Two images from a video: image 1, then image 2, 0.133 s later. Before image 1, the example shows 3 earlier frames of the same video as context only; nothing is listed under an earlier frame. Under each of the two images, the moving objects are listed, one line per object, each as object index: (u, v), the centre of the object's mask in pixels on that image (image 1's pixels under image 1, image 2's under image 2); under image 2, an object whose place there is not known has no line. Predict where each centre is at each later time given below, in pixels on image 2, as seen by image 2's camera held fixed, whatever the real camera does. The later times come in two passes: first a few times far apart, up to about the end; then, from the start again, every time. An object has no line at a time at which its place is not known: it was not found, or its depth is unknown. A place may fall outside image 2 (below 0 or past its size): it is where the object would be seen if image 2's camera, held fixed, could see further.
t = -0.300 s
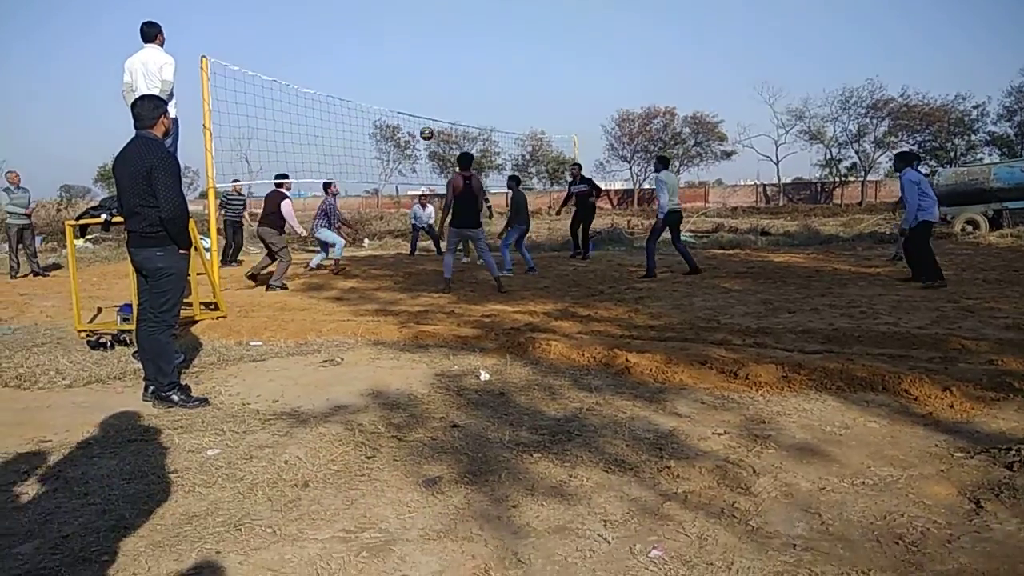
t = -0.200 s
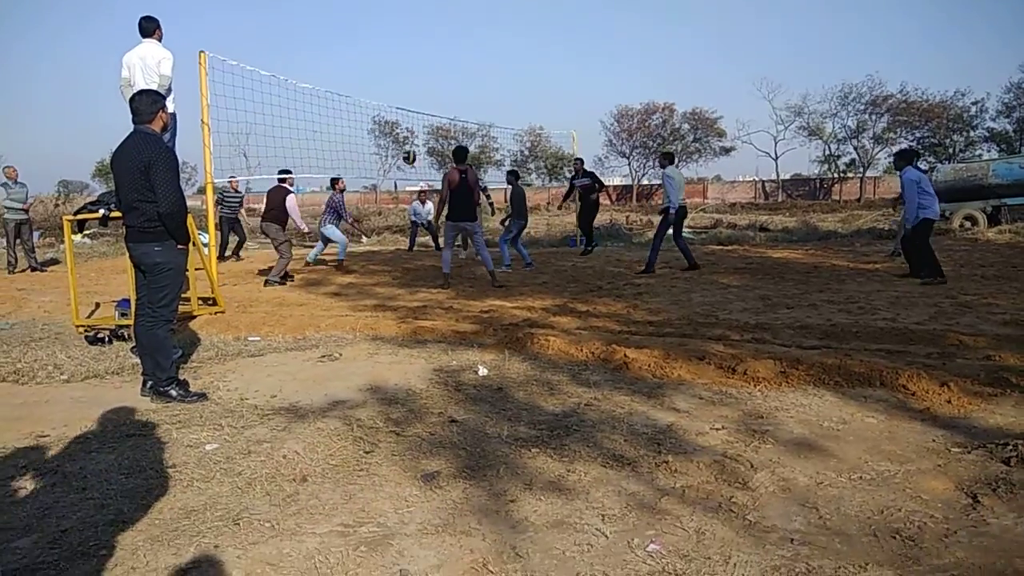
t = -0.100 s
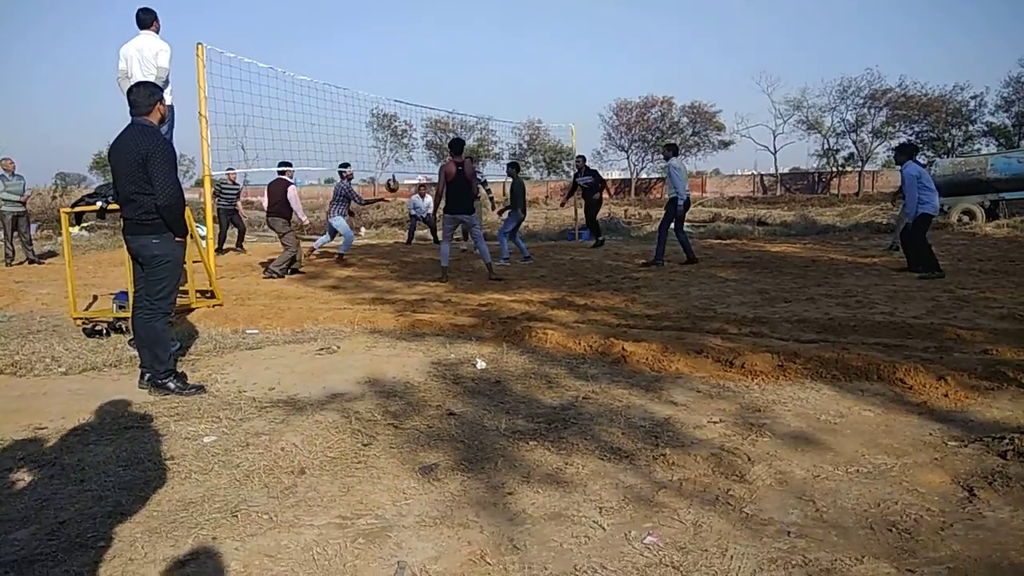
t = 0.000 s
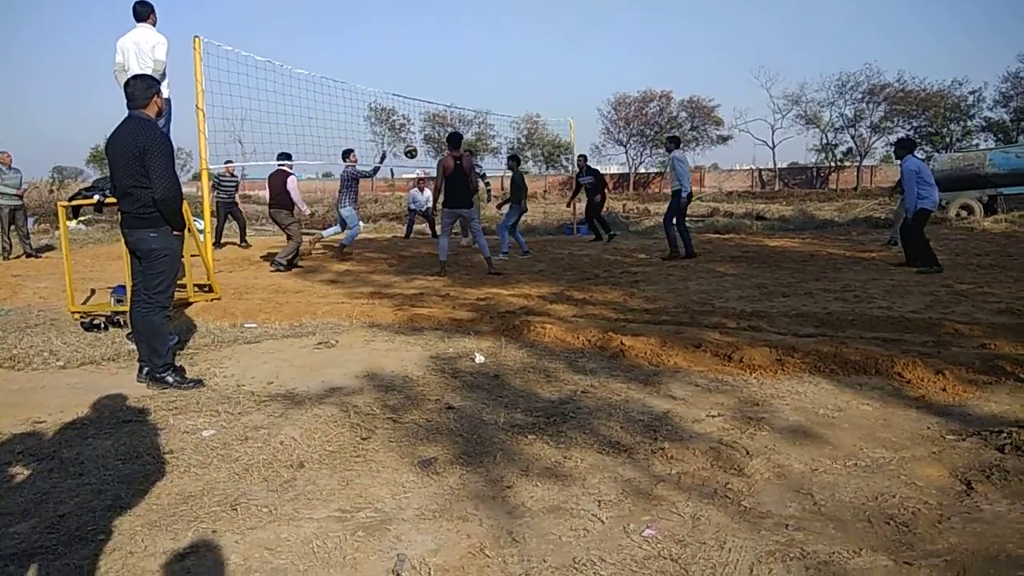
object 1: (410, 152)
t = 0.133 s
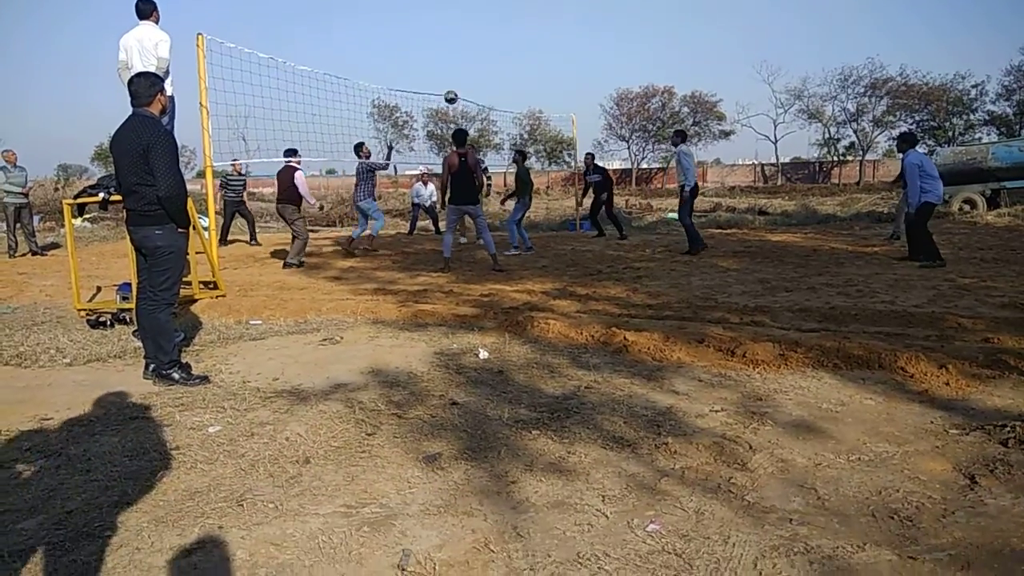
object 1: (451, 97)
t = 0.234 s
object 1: (472, 72)
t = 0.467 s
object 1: (520, 39)
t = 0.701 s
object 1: (566, 45)
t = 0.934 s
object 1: (609, 84)
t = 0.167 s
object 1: (458, 88)
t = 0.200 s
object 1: (465, 79)
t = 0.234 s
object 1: (472, 72)
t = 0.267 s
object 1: (479, 65)
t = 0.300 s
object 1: (485, 59)
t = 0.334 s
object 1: (492, 53)
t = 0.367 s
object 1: (499, 48)
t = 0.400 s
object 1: (506, 44)
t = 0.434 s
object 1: (513, 40)
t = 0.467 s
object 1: (520, 39)
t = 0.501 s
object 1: (527, 38)
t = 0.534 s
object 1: (534, 37)
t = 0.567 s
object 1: (540, 38)
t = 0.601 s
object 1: (546, 38)
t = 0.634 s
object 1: (552, 40)
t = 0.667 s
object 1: (559, 42)
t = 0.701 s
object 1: (566, 45)
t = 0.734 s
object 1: (572, 49)
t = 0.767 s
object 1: (578, 53)
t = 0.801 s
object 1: (584, 58)
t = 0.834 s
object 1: (591, 63)
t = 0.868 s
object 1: (597, 69)
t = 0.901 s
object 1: (603, 77)
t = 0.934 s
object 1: (609, 84)
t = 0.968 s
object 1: (615, 92)
